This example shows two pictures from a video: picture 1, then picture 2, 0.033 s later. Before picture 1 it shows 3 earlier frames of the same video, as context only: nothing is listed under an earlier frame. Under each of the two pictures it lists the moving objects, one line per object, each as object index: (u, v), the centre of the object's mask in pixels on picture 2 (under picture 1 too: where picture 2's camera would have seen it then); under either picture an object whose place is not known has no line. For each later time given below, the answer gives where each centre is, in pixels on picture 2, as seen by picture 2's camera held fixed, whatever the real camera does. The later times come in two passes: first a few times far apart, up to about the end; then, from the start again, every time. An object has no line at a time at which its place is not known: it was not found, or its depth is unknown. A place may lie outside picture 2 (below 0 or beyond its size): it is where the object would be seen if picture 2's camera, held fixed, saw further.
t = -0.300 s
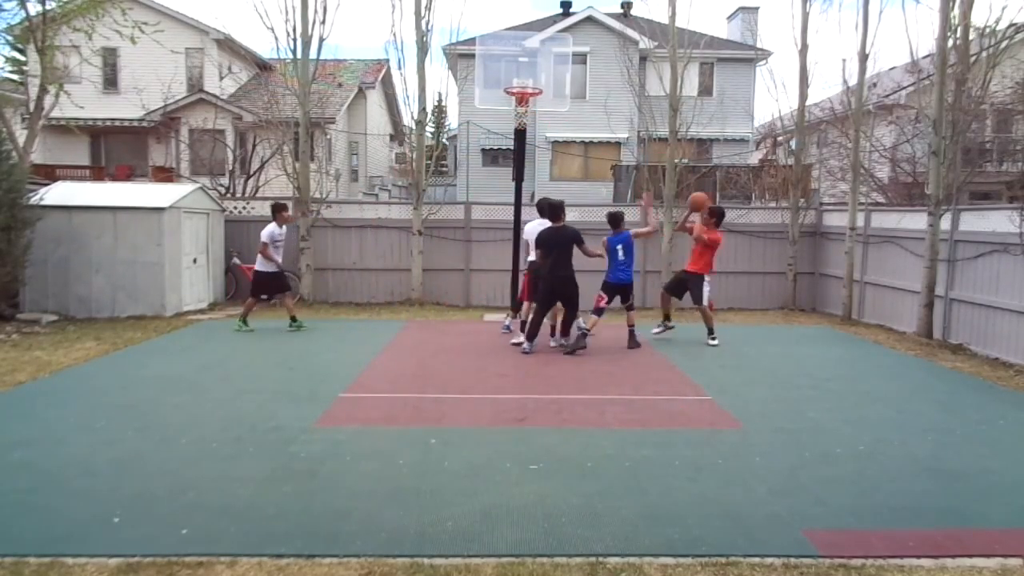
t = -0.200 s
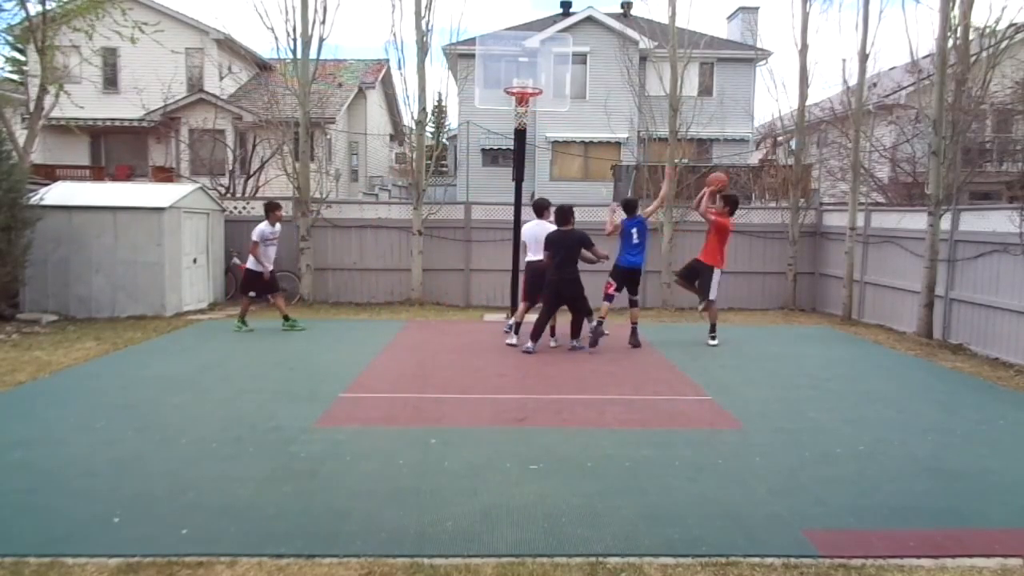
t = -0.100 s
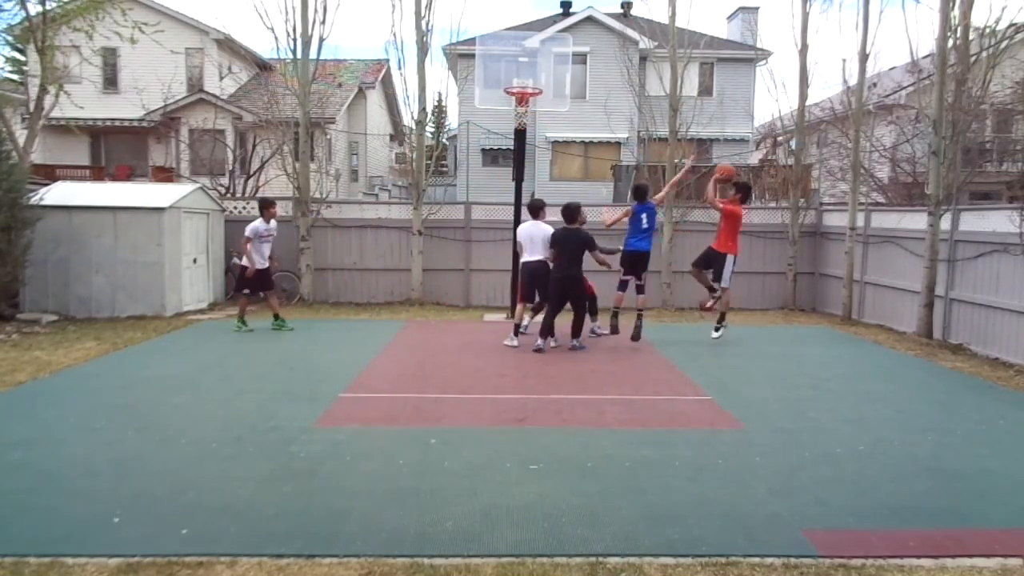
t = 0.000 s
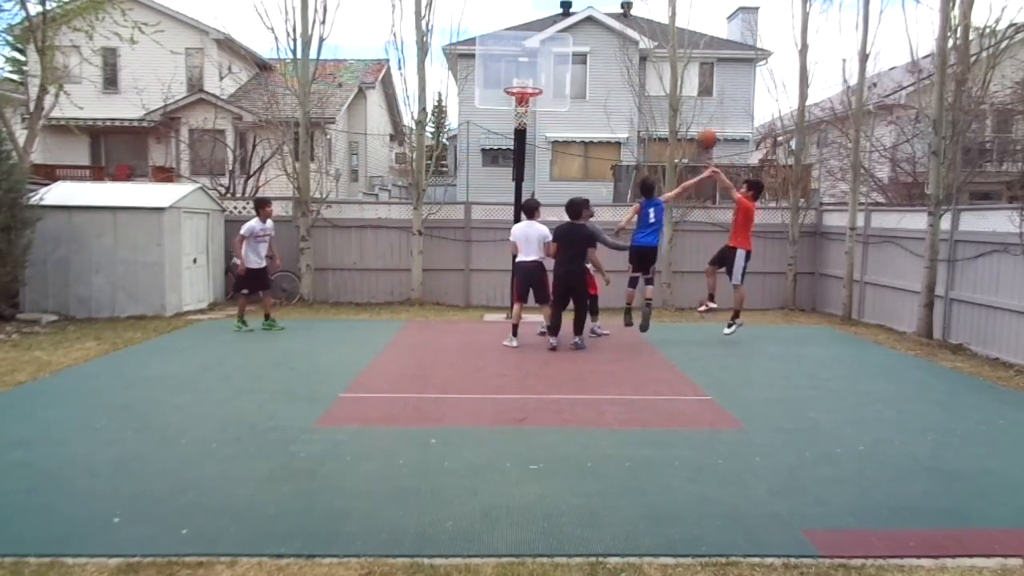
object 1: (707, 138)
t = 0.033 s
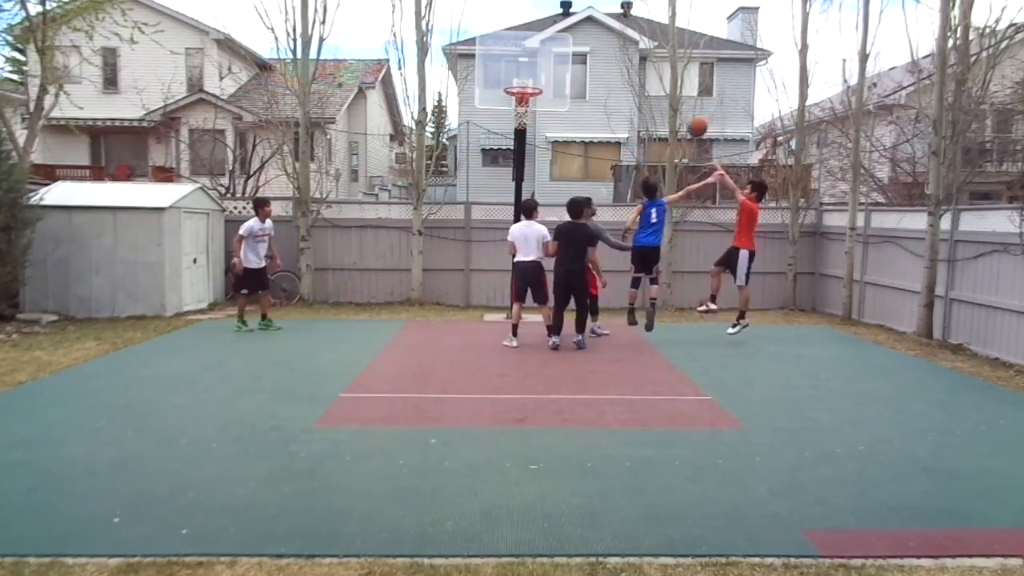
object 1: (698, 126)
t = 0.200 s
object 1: (650, 83)
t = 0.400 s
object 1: (597, 61)
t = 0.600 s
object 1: (553, 68)
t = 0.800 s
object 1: (522, 98)
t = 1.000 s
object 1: (514, 118)
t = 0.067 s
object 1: (688, 116)
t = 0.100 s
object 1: (678, 106)
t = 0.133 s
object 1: (669, 98)
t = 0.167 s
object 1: (660, 89)
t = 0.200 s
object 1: (650, 83)
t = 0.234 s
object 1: (641, 77)
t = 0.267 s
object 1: (631, 72)
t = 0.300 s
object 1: (623, 68)
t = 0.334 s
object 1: (614, 65)
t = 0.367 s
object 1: (605, 63)
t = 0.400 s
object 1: (597, 61)
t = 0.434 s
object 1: (589, 61)
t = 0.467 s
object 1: (580, 61)
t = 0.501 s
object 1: (572, 63)
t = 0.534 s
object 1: (563, 66)
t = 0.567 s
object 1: (558, 67)
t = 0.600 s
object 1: (553, 68)
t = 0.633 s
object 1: (548, 71)
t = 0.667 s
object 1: (542, 75)
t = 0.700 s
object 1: (538, 79)
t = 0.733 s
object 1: (533, 83)
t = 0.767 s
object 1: (529, 90)
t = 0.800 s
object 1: (522, 98)
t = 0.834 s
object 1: (518, 106)
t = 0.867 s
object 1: (515, 111)
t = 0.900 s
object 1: (515, 112)
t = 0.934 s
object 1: (514, 114)
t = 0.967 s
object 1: (514, 116)
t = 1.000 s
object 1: (514, 118)
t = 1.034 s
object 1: (515, 122)
